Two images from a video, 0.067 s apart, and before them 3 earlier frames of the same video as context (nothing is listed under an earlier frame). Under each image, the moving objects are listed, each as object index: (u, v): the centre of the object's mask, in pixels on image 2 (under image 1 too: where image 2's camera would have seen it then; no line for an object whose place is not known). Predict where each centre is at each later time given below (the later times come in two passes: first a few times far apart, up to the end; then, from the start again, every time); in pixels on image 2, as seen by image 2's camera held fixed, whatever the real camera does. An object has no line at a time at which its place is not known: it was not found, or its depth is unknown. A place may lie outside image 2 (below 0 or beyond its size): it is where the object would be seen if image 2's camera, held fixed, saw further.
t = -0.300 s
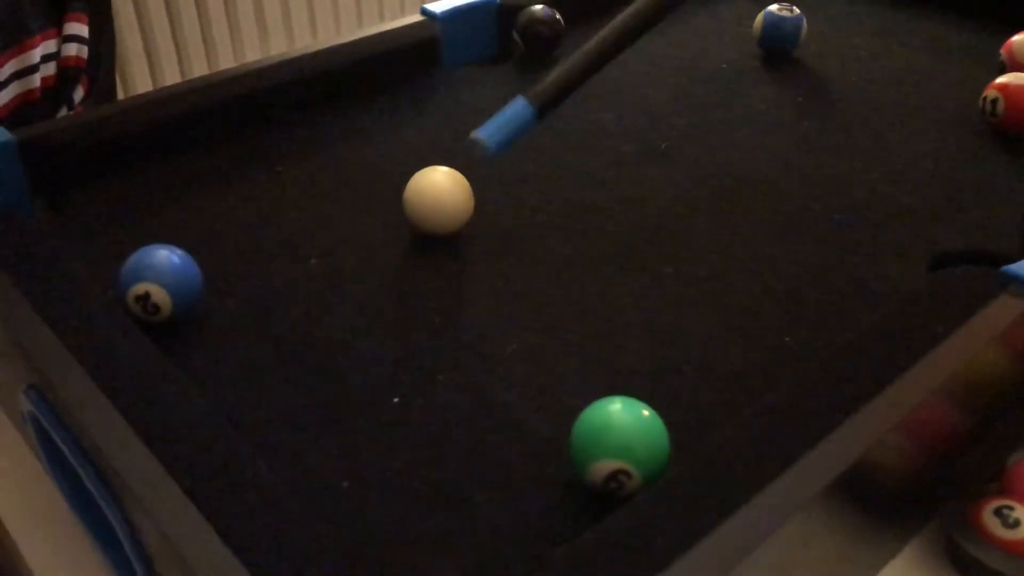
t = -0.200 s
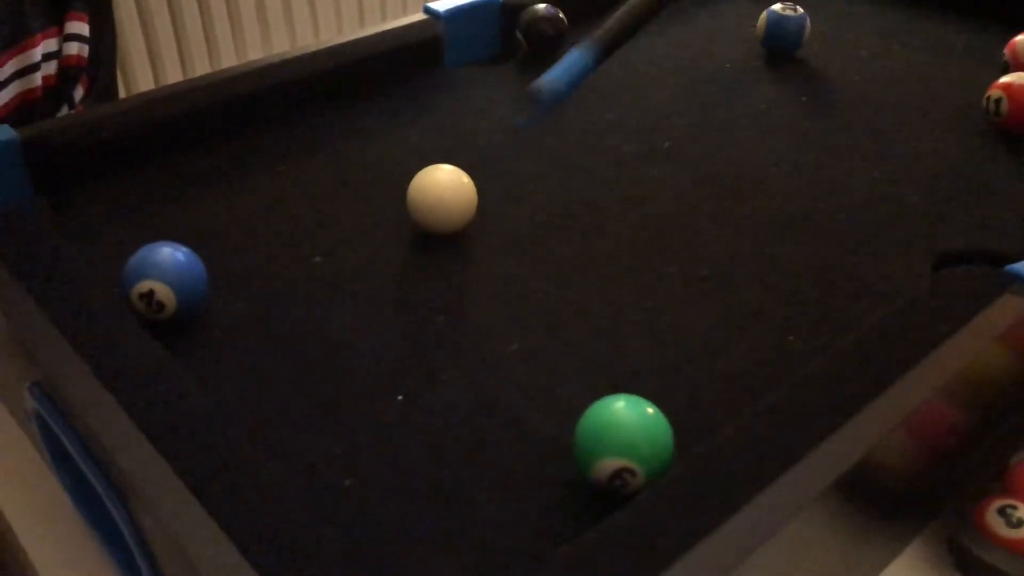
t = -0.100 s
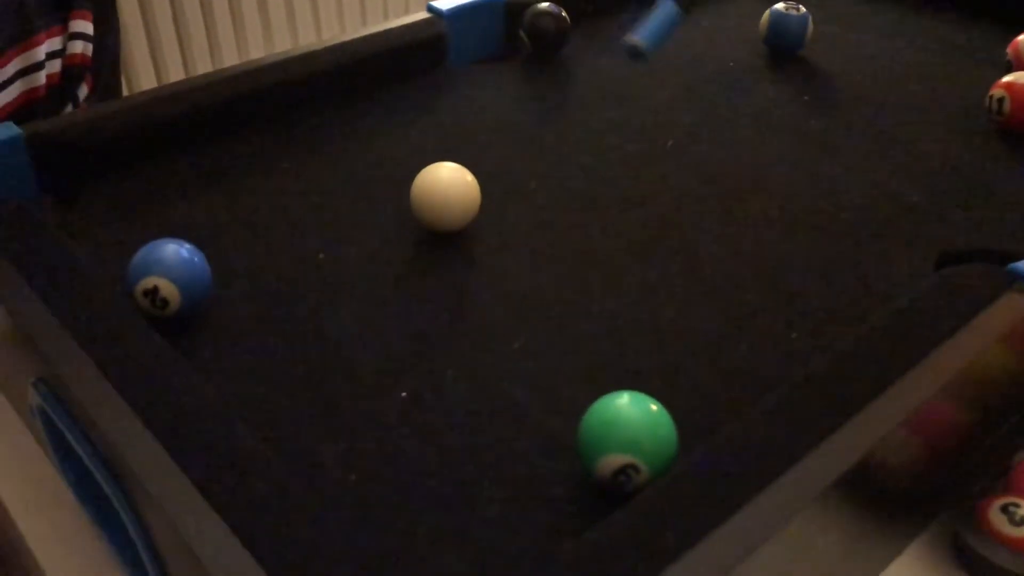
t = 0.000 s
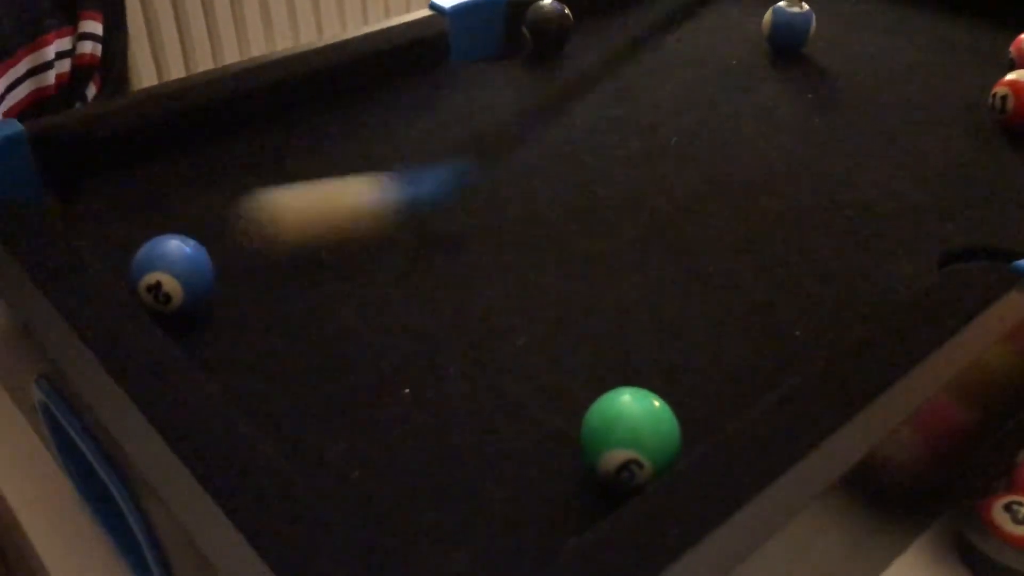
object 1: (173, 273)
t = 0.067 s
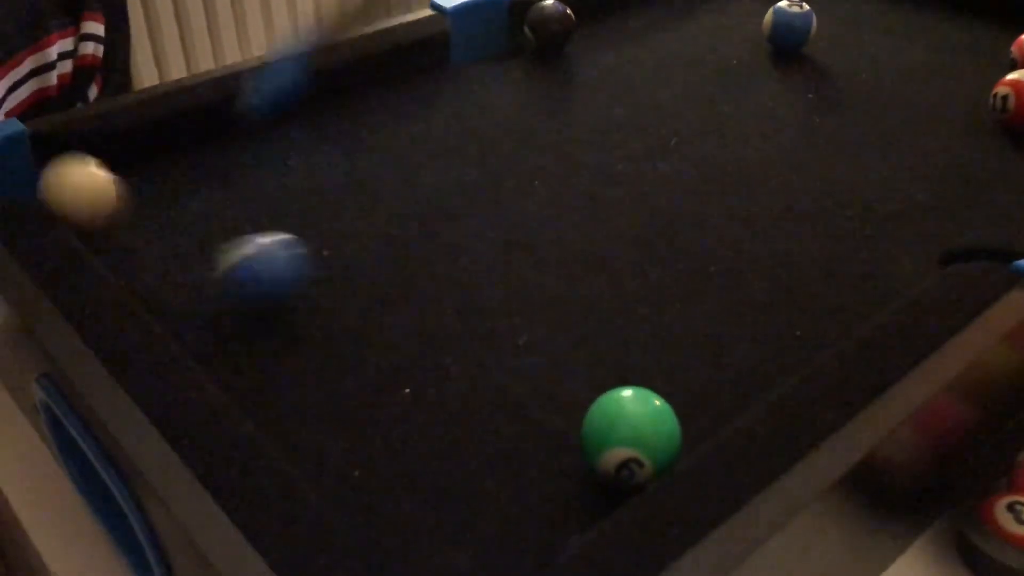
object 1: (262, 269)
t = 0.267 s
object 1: (565, 234)
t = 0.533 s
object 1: (861, 177)
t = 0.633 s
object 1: (942, 162)
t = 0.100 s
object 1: (321, 266)
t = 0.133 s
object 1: (373, 259)
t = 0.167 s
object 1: (425, 253)
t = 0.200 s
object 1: (473, 245)
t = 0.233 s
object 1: (519, 241)
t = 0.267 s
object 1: (565, 234)
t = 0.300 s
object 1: (609, 225)
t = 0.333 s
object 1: (649, 218)
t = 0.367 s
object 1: (690, 211)
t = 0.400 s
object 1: (729, 207)
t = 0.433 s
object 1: (763, 195)
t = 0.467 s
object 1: (798, 192)
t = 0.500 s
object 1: (832, 185)
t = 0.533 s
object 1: (861, 177)
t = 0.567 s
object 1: (888, 175)
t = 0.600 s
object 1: (916, 167)
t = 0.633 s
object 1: (942, 162)
